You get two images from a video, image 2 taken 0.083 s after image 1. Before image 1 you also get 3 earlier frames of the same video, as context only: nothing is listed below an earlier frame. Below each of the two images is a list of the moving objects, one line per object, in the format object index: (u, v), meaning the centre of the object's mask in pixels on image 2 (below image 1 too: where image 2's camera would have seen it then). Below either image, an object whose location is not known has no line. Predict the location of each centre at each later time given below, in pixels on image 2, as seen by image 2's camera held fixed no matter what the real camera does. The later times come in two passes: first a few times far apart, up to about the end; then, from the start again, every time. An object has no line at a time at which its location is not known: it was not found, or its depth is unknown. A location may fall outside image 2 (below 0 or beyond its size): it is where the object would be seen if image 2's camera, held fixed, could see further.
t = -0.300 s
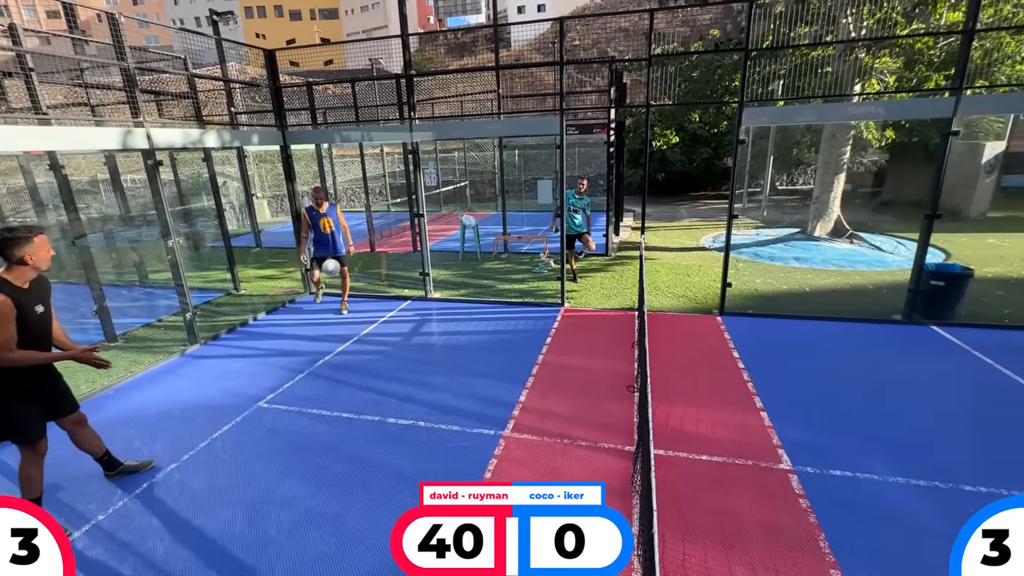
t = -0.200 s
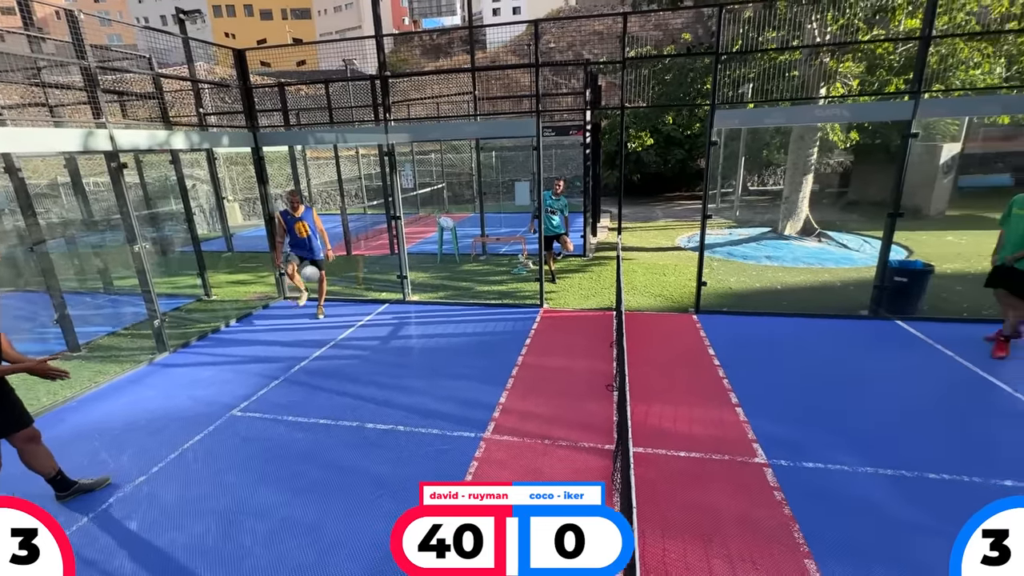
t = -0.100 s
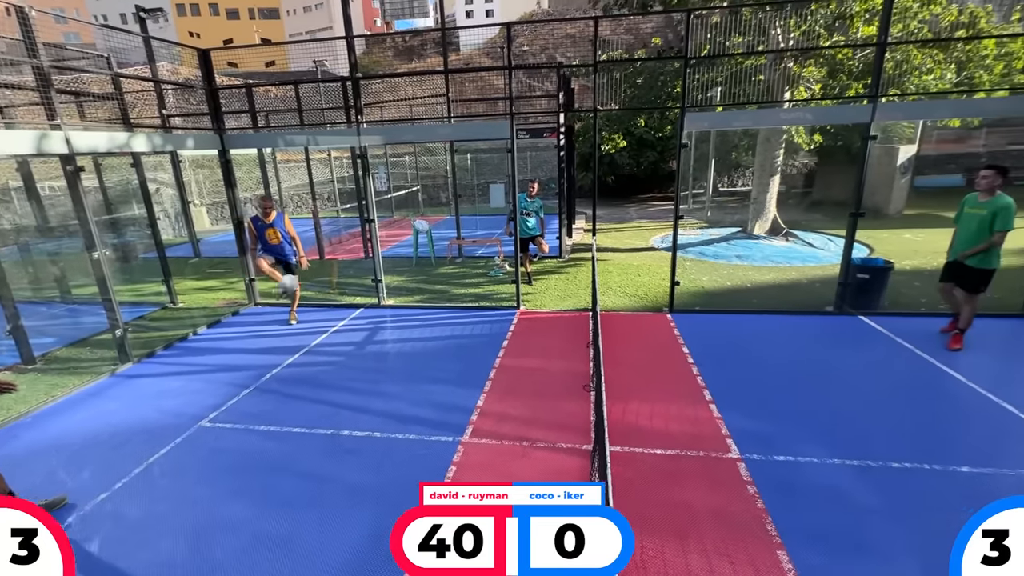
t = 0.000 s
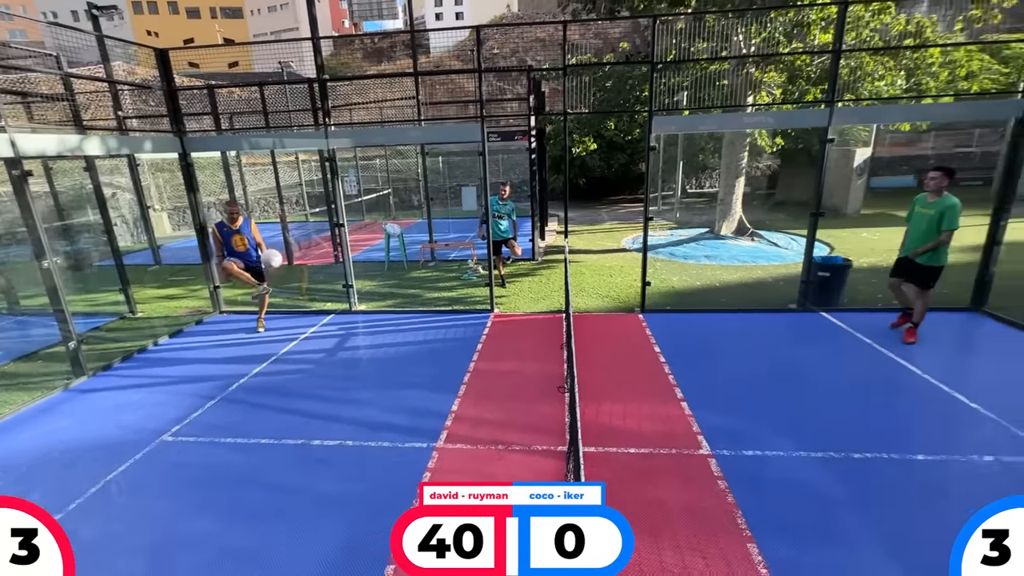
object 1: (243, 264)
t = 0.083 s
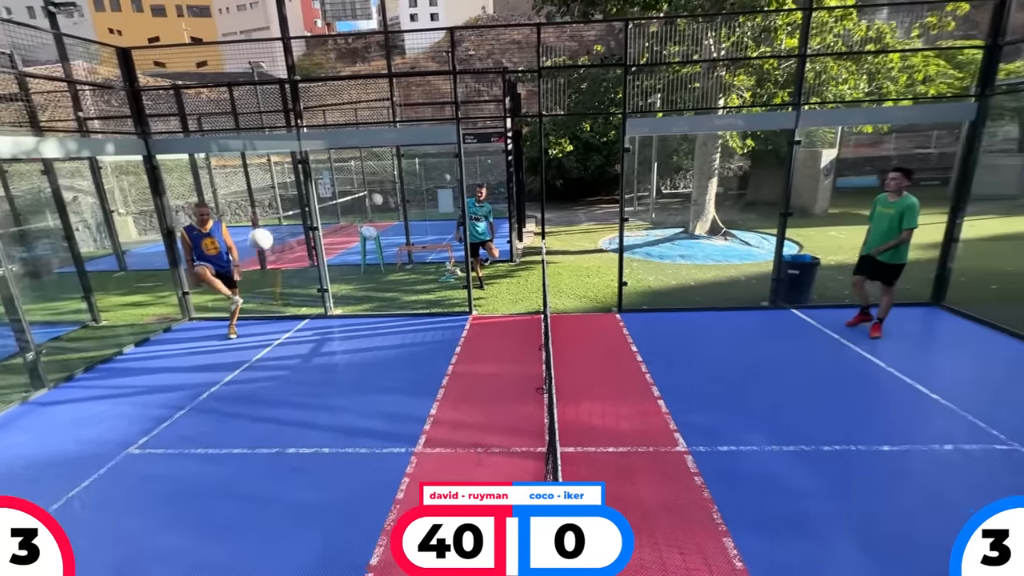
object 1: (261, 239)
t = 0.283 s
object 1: (319, 198)
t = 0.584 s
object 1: (474, 219)
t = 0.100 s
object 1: (264, 235)
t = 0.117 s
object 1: (268, 231)
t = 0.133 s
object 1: (272, 226)
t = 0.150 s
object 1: (277, 222)
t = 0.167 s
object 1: (282, 218)
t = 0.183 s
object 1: (285, 215)
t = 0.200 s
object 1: (290, 212)
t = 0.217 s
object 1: (296, 208)
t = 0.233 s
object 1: (301, 206)
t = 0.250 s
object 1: (307, 203)
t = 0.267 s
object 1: (313, 200)
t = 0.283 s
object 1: (319, 198)
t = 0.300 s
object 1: (325, 196)
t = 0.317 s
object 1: (330, 194)
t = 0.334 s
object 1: (337, 193)
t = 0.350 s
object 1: (344, 192)
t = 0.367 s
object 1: (351, 191)
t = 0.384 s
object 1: (359, 190)
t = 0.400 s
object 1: (367, 190)
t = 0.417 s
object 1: (375, 191)
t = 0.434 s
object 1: (383, 192)
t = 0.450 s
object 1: (392, 192)
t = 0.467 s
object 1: (400, 194)
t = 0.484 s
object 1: (410, 196)
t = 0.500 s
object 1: (420, 198)
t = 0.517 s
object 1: (429, 200)
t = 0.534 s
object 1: (440, 205)
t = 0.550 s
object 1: (452, 209)
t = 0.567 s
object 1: (463, 213)
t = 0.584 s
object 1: (474, 219)
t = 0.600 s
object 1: (485, 225)
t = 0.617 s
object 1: (498, 232)
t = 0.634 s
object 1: (511, 239)
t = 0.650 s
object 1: (524, 247)
